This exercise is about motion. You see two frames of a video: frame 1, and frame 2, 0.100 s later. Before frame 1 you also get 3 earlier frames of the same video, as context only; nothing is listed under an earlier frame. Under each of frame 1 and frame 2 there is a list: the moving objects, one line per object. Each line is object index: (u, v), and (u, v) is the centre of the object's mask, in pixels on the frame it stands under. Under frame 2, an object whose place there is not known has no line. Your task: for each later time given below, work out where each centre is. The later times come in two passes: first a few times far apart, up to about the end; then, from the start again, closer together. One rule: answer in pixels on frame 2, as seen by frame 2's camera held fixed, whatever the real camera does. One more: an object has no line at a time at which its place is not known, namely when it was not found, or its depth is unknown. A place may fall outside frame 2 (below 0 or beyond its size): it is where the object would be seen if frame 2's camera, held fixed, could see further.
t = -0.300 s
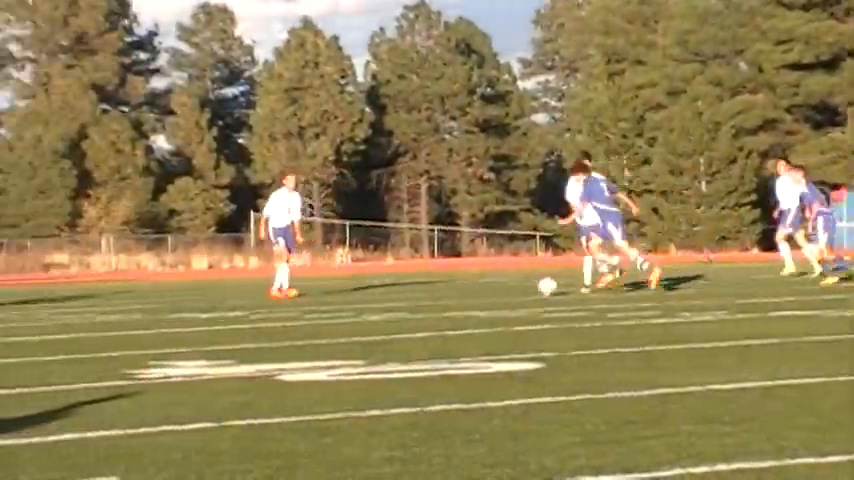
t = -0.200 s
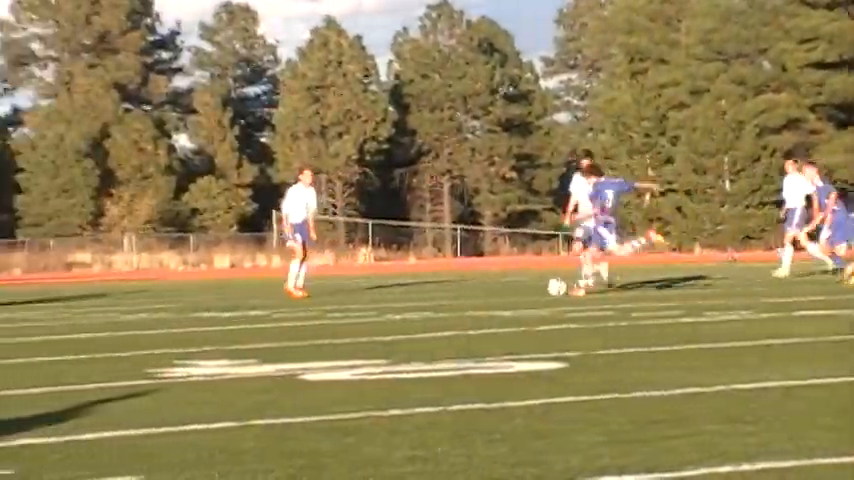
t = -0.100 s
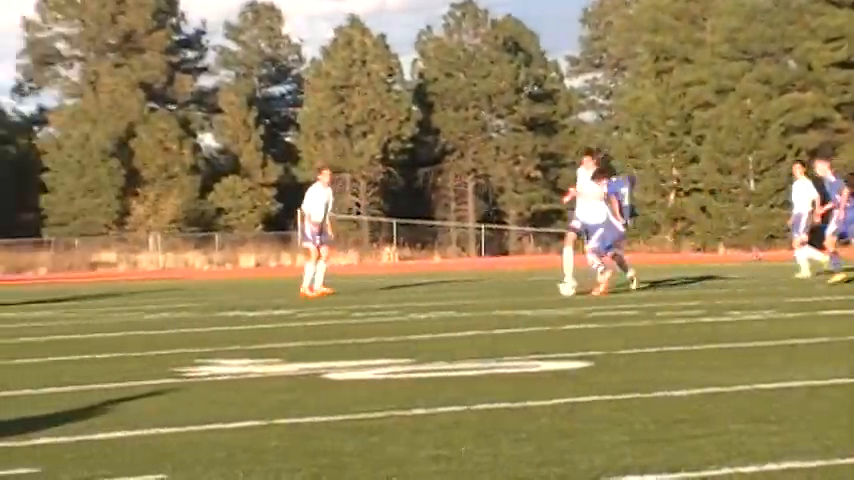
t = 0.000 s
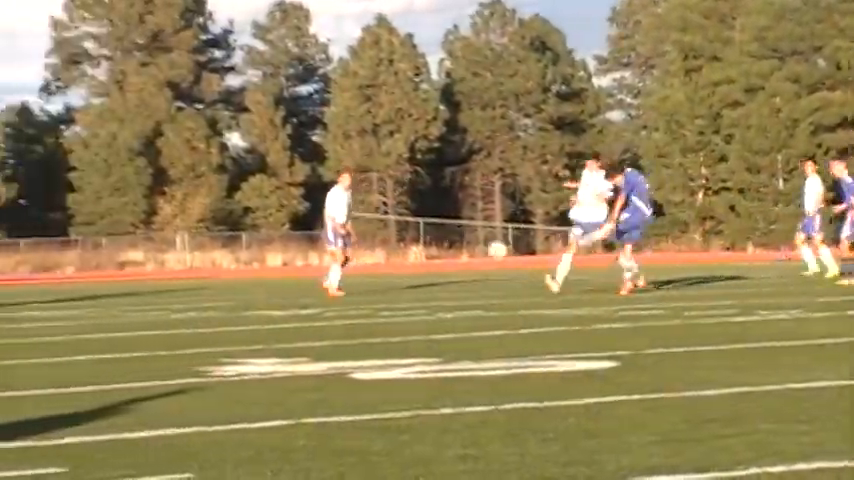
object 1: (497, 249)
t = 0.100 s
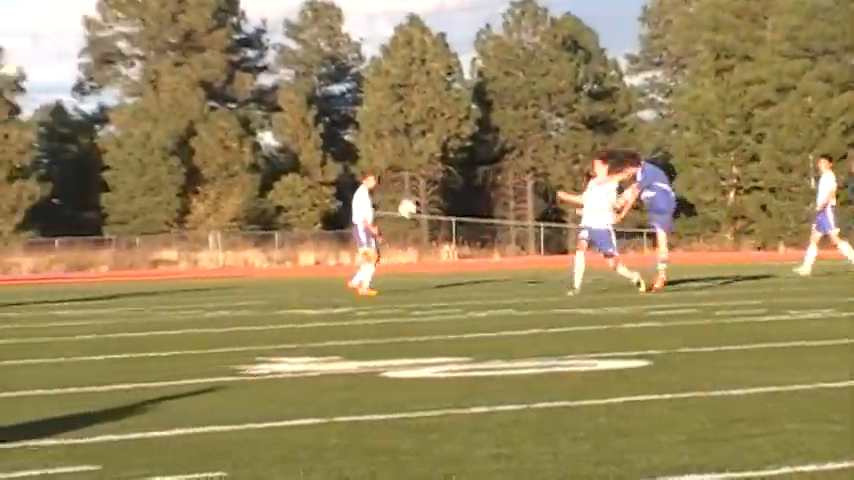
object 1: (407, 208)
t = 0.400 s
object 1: (89, 145)
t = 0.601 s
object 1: (-89, 149)
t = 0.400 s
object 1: (89, 145)
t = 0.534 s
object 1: (-32, 143)
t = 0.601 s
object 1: (-89, 149)
